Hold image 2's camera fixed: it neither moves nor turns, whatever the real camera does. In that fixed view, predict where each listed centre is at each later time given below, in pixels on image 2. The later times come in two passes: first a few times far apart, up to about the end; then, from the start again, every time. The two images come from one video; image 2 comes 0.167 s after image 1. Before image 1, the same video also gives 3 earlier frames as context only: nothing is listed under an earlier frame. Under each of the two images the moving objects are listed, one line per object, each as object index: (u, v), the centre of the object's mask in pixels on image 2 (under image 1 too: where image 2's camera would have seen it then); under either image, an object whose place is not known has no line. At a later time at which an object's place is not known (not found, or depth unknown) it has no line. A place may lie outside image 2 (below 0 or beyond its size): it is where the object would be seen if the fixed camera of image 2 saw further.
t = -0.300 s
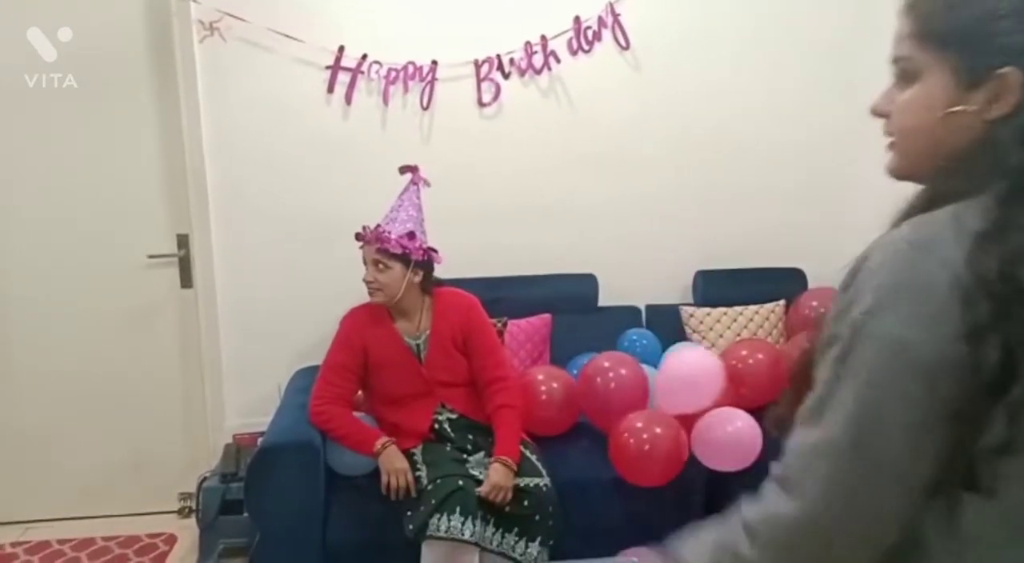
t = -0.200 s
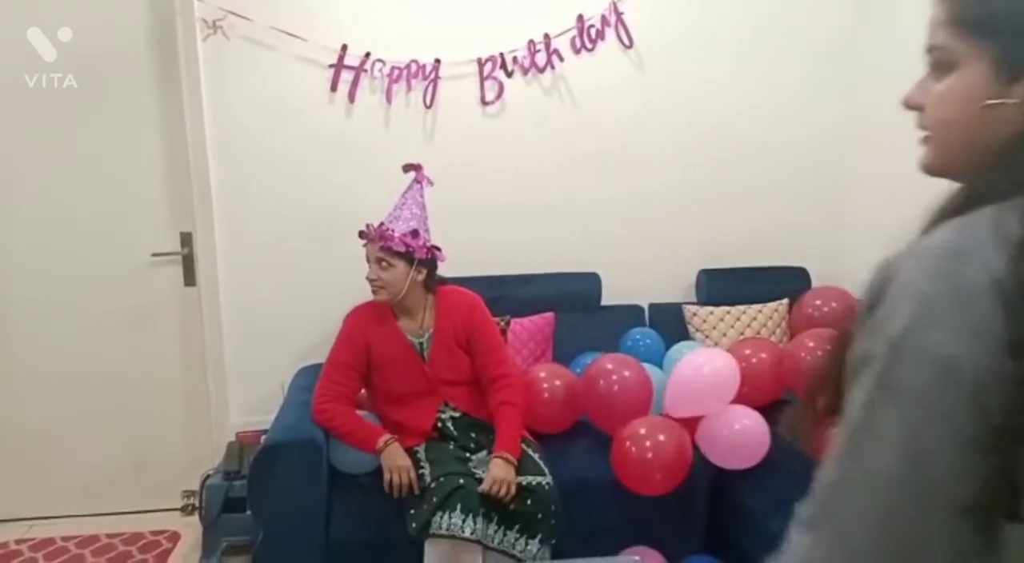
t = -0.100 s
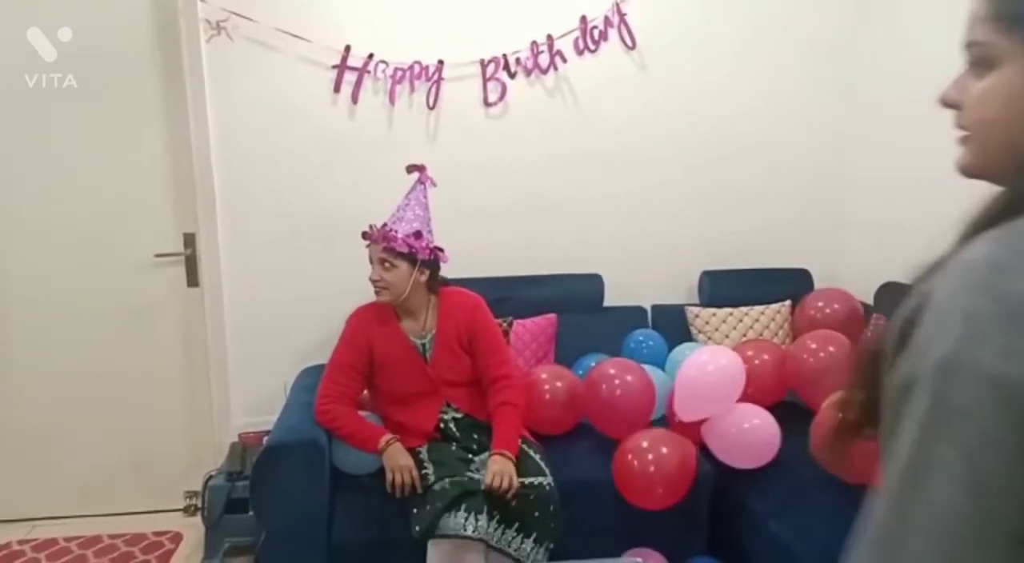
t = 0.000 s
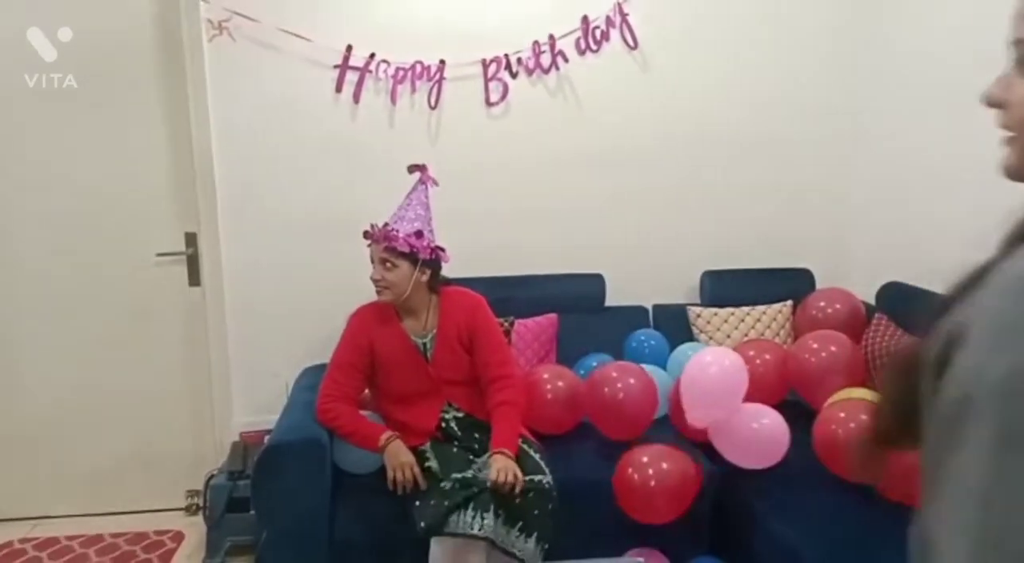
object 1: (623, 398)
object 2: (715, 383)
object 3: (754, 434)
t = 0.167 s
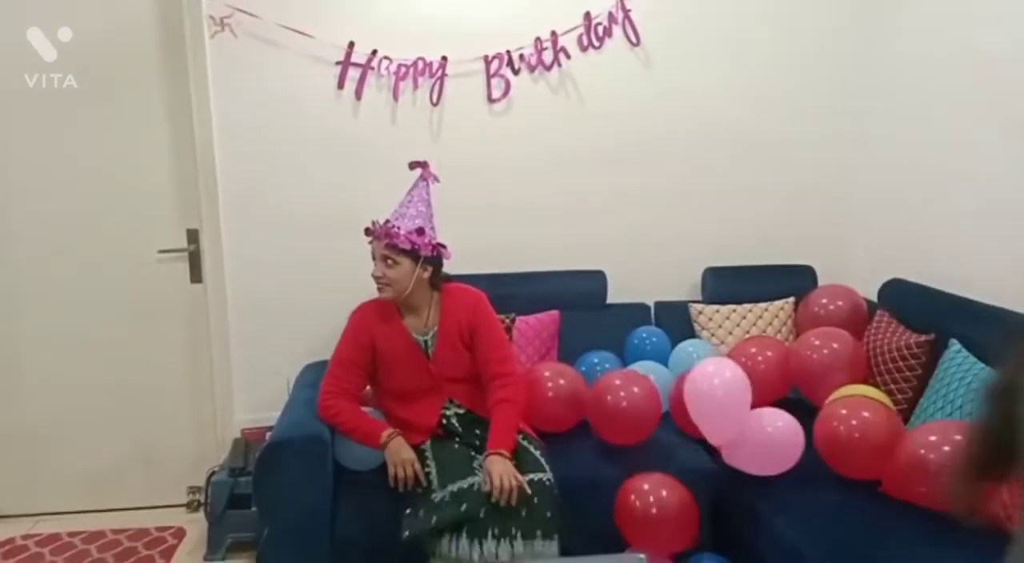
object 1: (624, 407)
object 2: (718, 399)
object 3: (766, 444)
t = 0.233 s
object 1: (625, 412)
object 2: (718, 408)
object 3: (773, 446)
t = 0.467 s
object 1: (627, 424)
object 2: (707, 443)
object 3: (770, 447)
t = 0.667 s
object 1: (629, 429)
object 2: (702, 478)
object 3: (757, 446)
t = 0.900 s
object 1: (630, 431)
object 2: (709, 489)
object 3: (751, 444)
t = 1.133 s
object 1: (630, 434)
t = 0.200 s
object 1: (625, 410)
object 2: (719, 404)
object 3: (770, 446)
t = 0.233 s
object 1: (625, 412)
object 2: (718, 408)
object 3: (773, 446)
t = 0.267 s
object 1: (625, 414)
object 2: (717, 411)
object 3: (775, 446)
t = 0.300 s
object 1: (625, 416)
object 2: (715, 415)
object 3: (775, 447)
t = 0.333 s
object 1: (626, 418)
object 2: (714, 420)
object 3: (775, 447)
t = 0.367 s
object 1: (628, 420)
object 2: (712, 425)
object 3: (775, 447)
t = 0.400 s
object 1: (627, 421)
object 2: (711, 430)
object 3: (774, 447)
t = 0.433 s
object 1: (627, 422)
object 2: (709, 436)
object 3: (772, 446)
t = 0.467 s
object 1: (627, 424)
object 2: (707, 443)
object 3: (770, 447)
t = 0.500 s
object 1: (628, 424)
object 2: (706, 449)
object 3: (768, 446)
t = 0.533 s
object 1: (628, 425)
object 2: (705, 455)
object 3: (767, 445)
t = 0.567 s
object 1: (628, 426)
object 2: (703, 463)
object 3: (764, 445)
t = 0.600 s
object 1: (628, 427)
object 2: (701, 471)
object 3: (761, 445)
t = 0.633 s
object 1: (628, 428)
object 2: (701, 476)
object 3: (758, 445)
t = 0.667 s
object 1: (629, 429)
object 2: (702, 478)
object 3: (757, 446)
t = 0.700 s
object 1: (628, 429)
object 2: (703, 479)
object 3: (755, 446)
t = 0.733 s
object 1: (629, 430)
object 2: (704, 481)
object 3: (754, 445)
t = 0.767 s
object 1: (629, 430)
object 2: (704, 483)
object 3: (753, 445)
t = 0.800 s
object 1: (629, 431)
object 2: (705, 486)
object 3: (752, 445)
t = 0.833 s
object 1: (630, 431)
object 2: (707, 487)
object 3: (752, 445)
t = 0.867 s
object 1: (630, 431)
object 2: (708, 488)
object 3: (752, 445)
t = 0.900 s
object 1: (630, 431)
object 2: (709, 489)
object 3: (751, 444)
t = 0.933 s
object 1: (630, 432)
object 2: (710, 491)
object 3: (750, 445)
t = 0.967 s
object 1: (630, 433)
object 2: (712, 492)
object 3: (750, 445)
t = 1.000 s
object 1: (630, 434)
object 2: (714, 495)
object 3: (750, 446)
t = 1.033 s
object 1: (630, 434)
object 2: (715, 497)
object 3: (749, 446)
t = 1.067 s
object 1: (629, 434)
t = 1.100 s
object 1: (629, 433)
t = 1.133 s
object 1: (630, 434)
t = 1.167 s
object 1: (631, 436)
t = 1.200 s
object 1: (631, 435)
